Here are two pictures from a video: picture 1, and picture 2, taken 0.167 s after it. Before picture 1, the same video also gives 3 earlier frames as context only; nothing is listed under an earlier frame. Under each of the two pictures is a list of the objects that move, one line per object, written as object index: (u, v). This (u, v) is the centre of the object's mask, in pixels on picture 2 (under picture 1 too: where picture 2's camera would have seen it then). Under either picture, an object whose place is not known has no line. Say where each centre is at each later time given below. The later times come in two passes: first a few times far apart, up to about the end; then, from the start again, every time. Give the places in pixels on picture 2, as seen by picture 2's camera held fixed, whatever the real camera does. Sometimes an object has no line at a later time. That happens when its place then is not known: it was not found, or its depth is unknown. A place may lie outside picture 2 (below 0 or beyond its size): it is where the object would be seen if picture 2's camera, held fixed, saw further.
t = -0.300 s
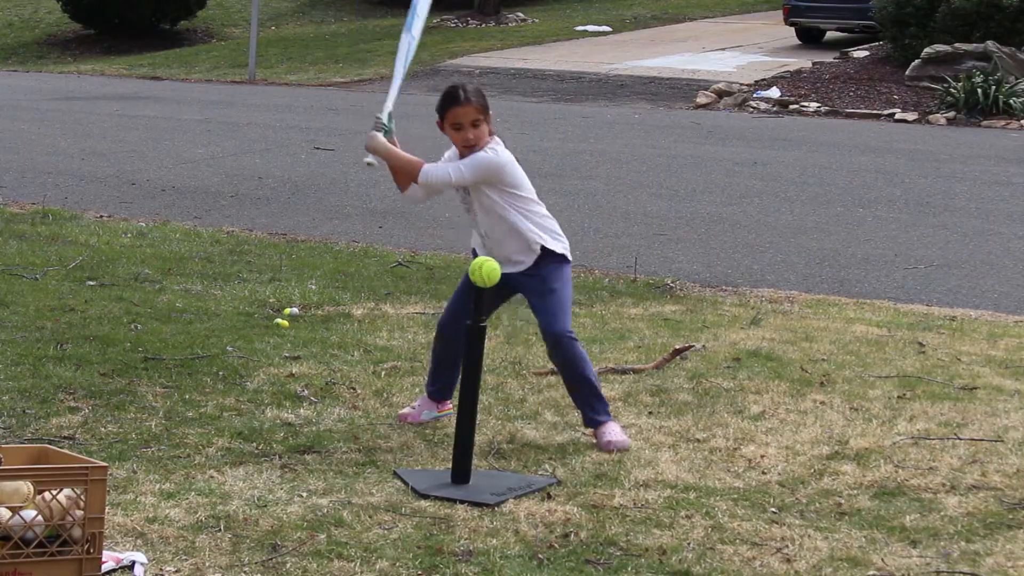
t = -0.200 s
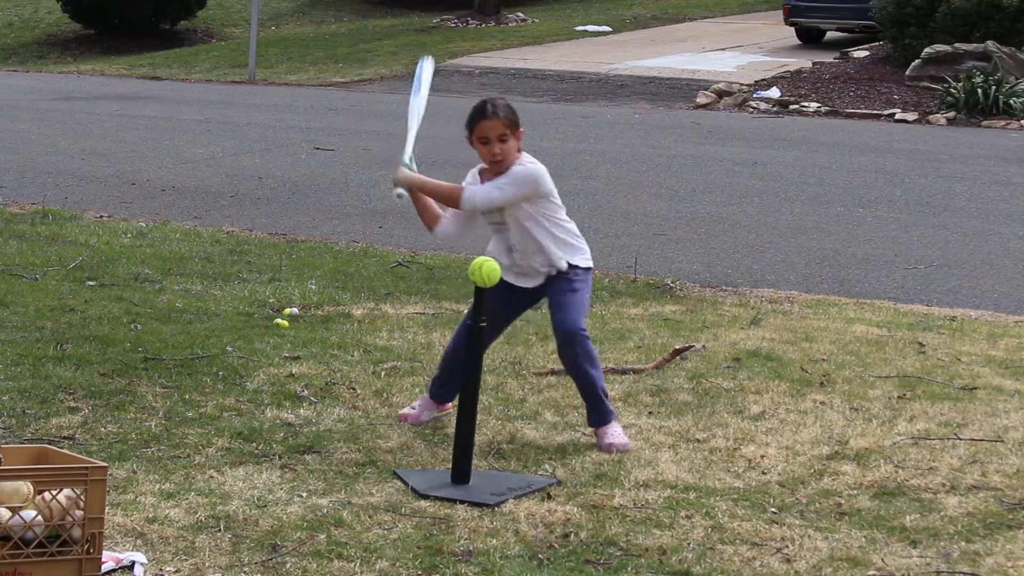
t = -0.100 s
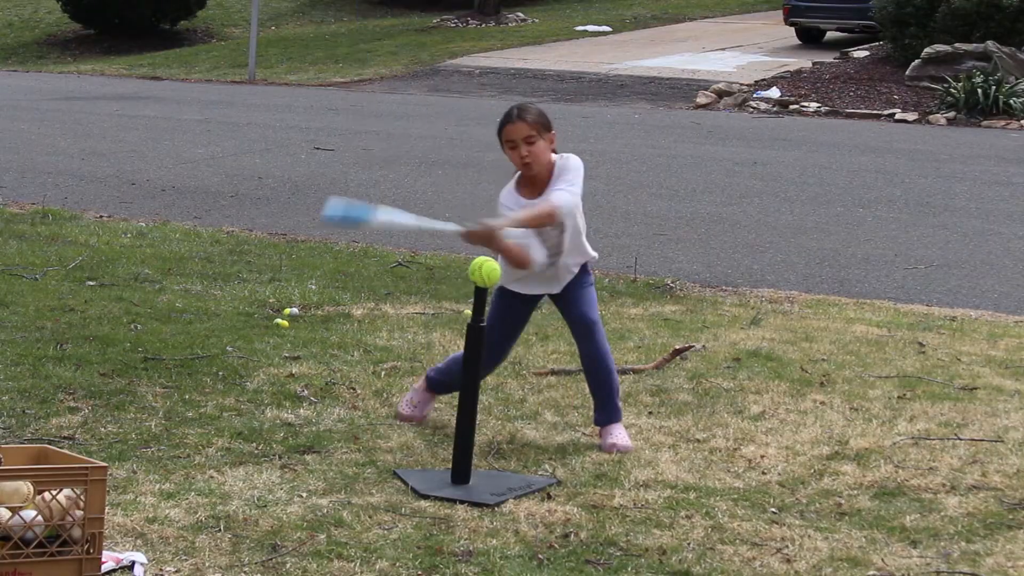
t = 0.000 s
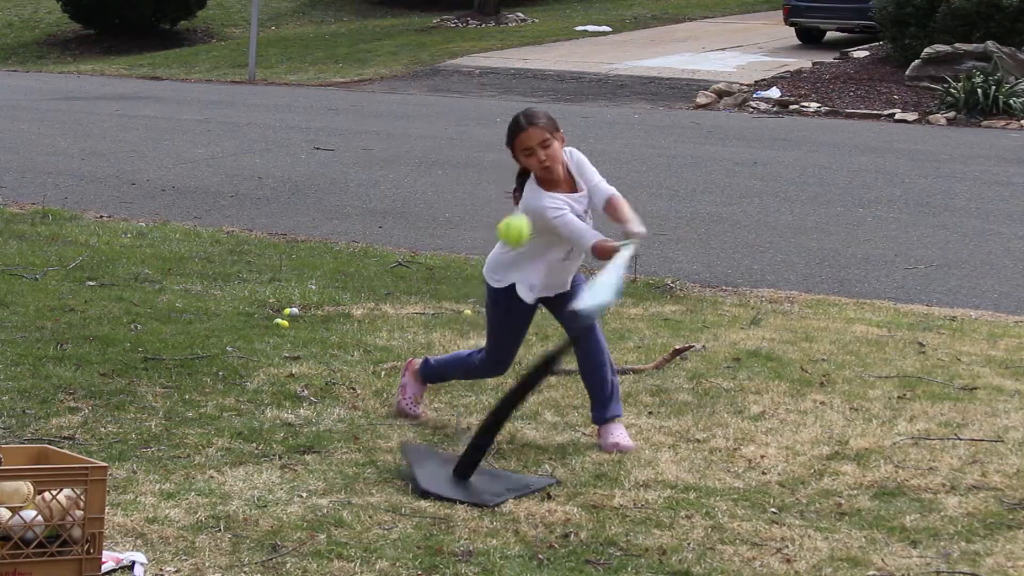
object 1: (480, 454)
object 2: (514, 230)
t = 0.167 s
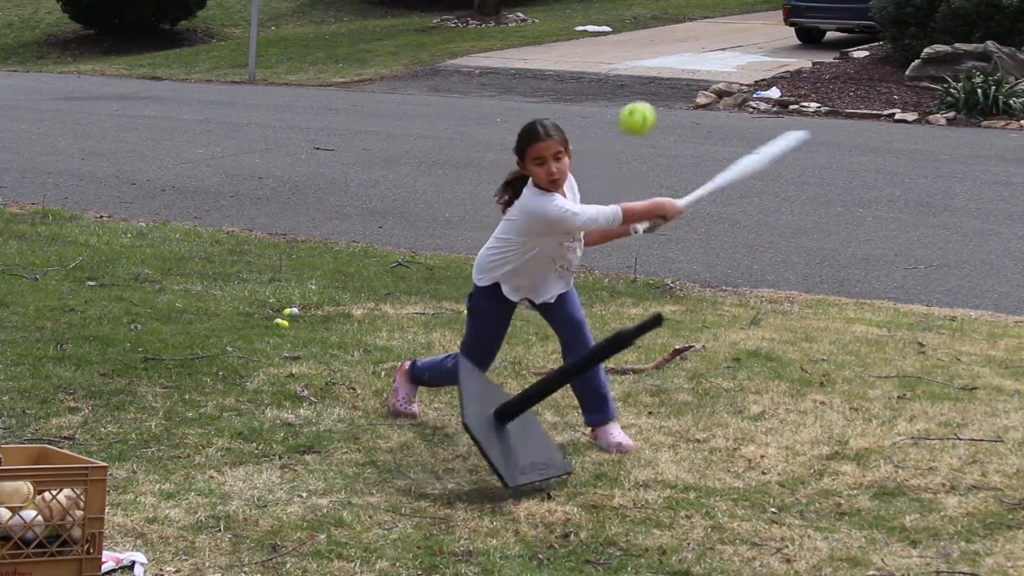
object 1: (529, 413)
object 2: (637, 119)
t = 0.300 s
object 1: (558, 433)
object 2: (747, 95)
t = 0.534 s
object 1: (591, 443)
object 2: (971, 243)
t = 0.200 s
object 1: (537, 415)
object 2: (664, 106)
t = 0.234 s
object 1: (544, 420)
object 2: (690, 98)
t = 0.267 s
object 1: (552, 427)
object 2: (719, 95)
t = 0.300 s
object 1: (558, 433)
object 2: (747, 95)
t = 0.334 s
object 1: (562, 436)
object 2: (778, 101)
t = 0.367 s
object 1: (566, 436)
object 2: (807, 111)
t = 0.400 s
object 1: (571, 435)
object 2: (839, 126)
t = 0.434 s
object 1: (576, 435)
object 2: (871, 147)
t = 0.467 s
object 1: (581, 437)
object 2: (903, 173)
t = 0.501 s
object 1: (586, 439)
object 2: (937, 205)
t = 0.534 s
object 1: (591, 443)
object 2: (971, 243)
